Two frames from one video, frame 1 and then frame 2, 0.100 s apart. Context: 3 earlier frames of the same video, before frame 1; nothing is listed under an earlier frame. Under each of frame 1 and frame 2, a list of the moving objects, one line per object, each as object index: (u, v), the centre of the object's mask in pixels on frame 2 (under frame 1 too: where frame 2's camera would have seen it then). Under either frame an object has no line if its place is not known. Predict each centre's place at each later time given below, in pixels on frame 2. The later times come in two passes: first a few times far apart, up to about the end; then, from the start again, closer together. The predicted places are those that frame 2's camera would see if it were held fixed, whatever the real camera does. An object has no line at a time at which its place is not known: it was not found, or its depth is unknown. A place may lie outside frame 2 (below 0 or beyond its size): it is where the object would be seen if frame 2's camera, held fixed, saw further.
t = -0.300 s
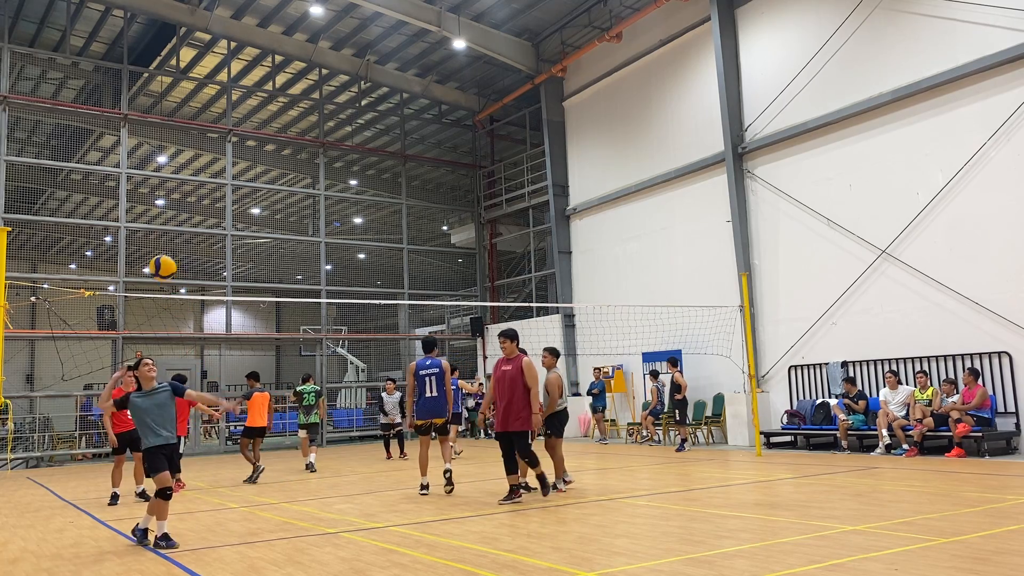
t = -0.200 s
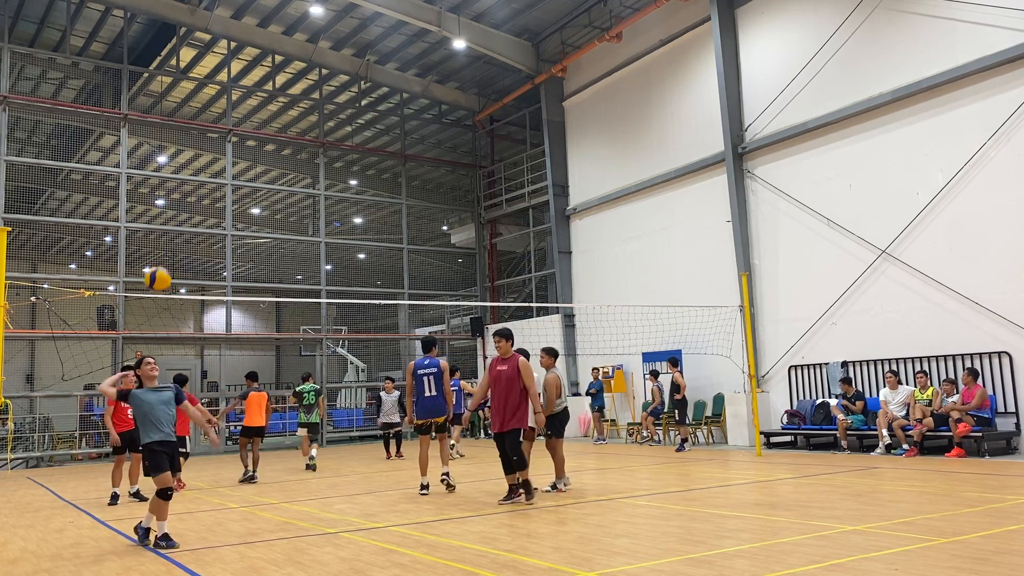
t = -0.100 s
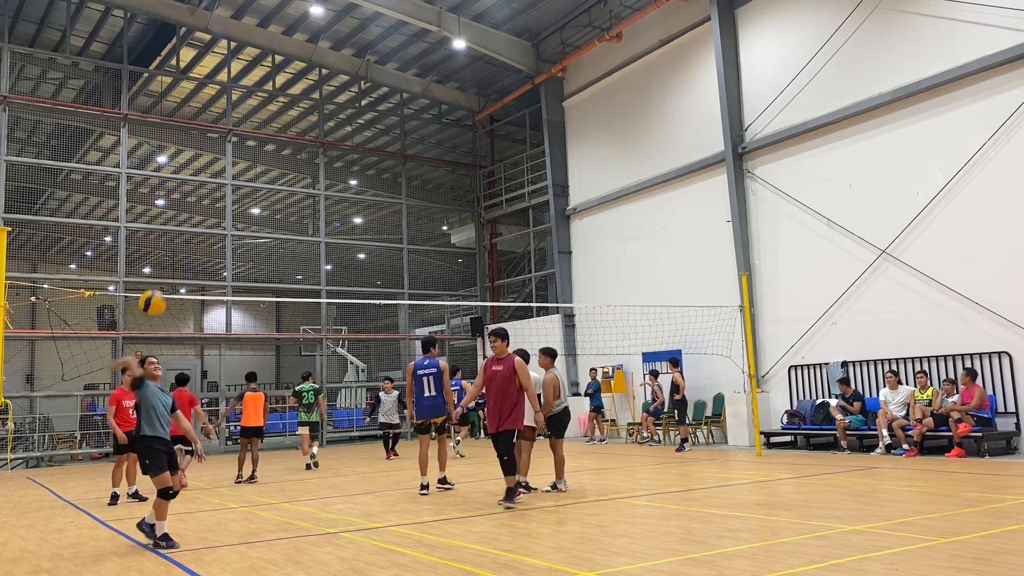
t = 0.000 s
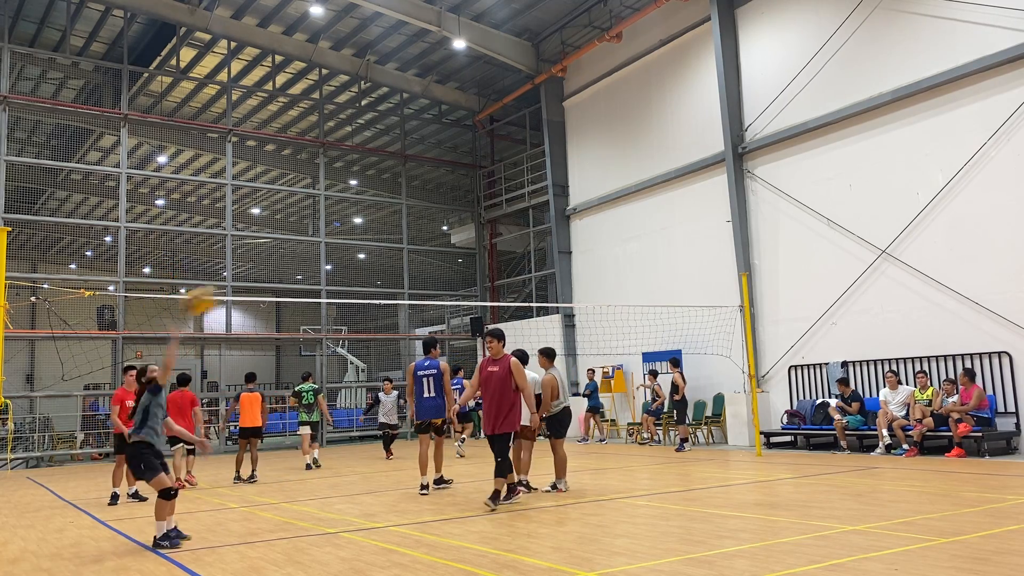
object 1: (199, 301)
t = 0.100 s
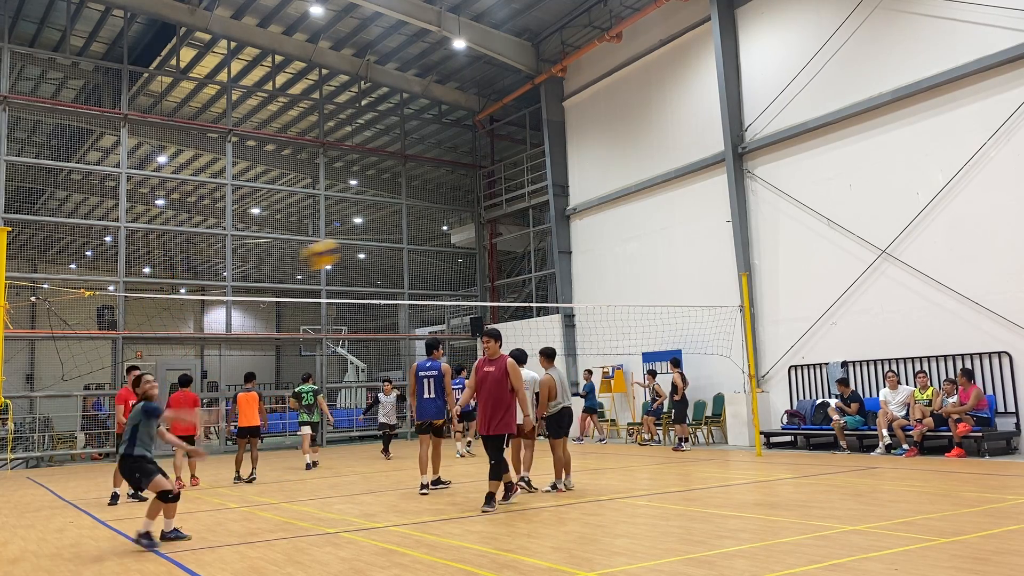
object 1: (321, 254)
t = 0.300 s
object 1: (568, 192)
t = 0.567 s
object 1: (936, 173)
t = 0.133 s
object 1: (363, 241)
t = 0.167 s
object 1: (404, 230)
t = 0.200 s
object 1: (444, 219)
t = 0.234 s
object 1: (486, 210)
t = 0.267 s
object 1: (529, 201)
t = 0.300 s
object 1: (568, 192)
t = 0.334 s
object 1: (613, 186)
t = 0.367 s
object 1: (655, 179)
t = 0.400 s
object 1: (699, 175)
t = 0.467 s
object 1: (793, 171)
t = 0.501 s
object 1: (840, 171)
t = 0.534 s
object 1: (887, 171)
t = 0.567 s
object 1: (936, 173)
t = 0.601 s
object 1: (986, 176)
